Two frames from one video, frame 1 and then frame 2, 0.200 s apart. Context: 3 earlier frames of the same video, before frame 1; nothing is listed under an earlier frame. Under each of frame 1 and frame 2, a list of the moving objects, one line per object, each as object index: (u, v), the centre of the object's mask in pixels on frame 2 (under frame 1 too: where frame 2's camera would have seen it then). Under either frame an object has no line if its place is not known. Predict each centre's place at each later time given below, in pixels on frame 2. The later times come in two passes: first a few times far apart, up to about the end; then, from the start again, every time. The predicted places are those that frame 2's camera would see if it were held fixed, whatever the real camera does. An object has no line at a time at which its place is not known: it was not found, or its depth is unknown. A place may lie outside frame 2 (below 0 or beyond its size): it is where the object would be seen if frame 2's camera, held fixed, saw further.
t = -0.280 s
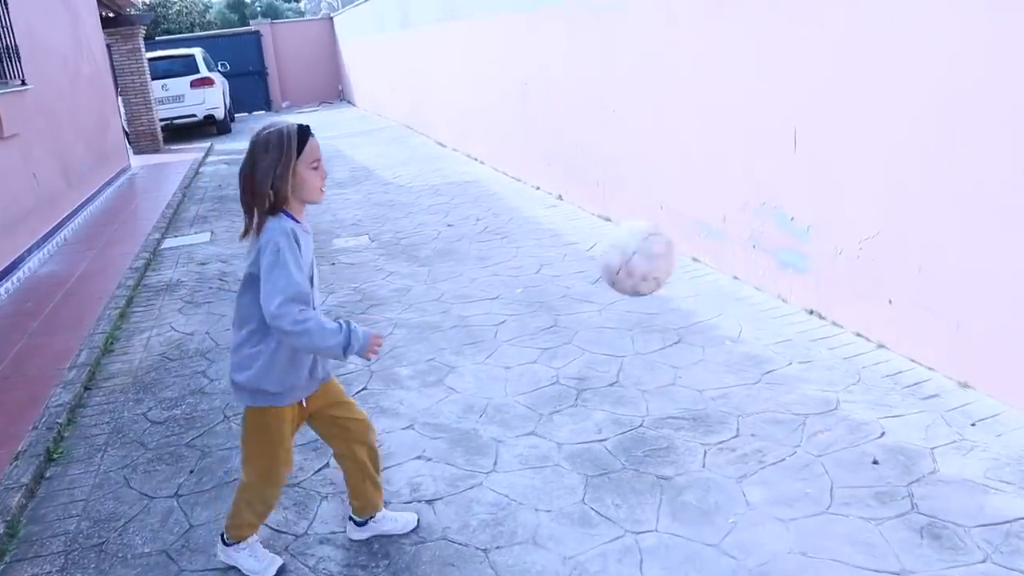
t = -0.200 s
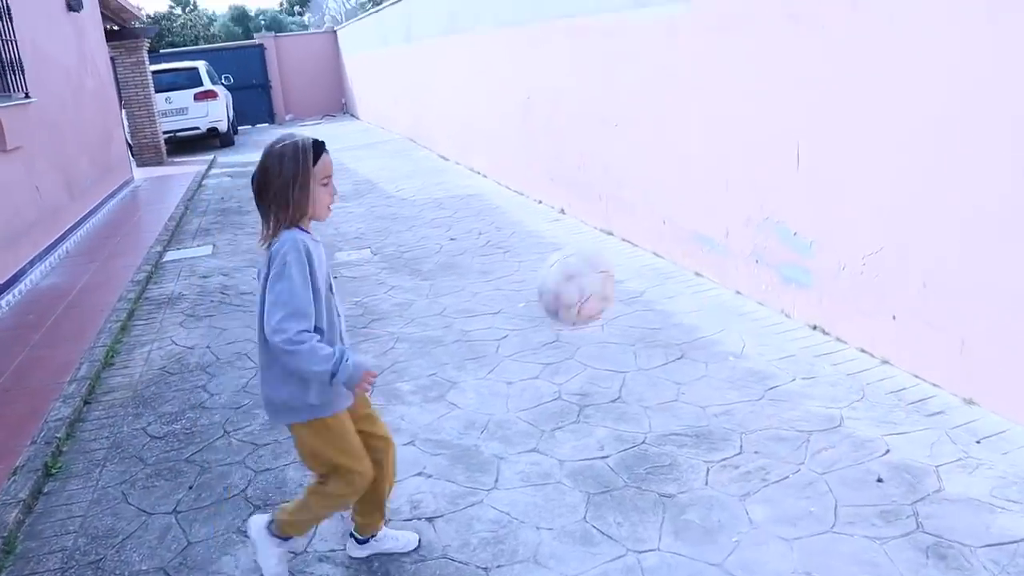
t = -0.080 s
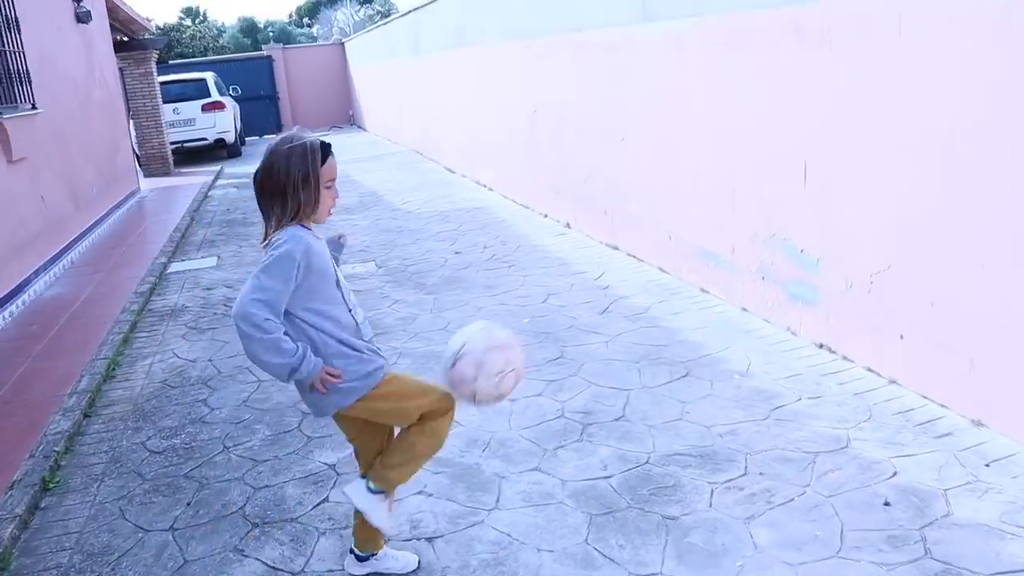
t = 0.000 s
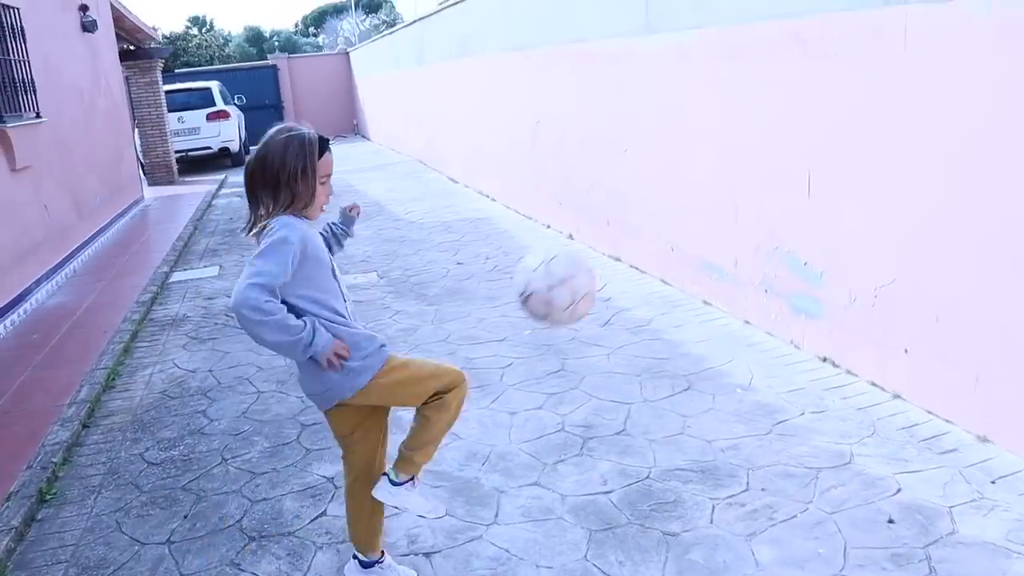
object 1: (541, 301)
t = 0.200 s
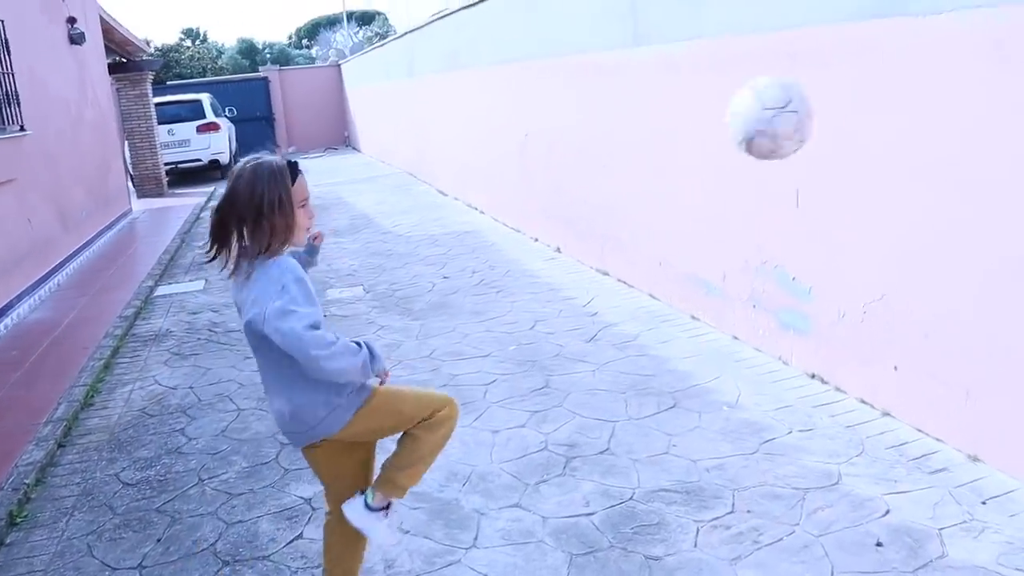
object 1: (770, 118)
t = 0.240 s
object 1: (814, 101)
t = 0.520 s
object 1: (1037, 140)
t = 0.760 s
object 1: (845, 392)
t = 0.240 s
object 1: (814, 101)
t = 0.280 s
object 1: (858, 88)
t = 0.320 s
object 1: (901, 85)
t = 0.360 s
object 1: (943, 85)
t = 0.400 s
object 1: (983, 91)
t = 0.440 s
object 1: (1021, 105)
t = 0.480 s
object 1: (1057, 121)
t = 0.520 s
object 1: (1037, 140)
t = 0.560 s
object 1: (1008, 166)
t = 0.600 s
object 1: (975, 198)
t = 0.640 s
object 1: (944, 236)
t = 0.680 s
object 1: (911, 282)
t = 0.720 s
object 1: (878, 334)
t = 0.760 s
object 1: (845, 392)
